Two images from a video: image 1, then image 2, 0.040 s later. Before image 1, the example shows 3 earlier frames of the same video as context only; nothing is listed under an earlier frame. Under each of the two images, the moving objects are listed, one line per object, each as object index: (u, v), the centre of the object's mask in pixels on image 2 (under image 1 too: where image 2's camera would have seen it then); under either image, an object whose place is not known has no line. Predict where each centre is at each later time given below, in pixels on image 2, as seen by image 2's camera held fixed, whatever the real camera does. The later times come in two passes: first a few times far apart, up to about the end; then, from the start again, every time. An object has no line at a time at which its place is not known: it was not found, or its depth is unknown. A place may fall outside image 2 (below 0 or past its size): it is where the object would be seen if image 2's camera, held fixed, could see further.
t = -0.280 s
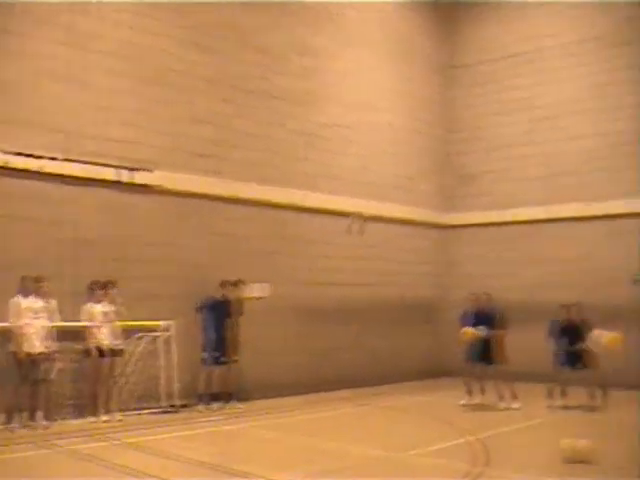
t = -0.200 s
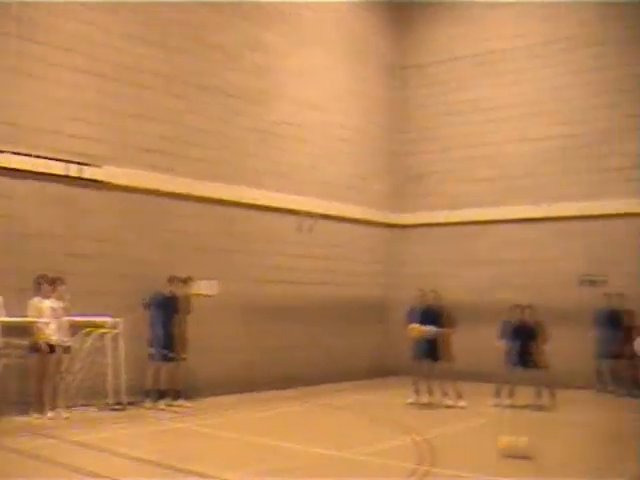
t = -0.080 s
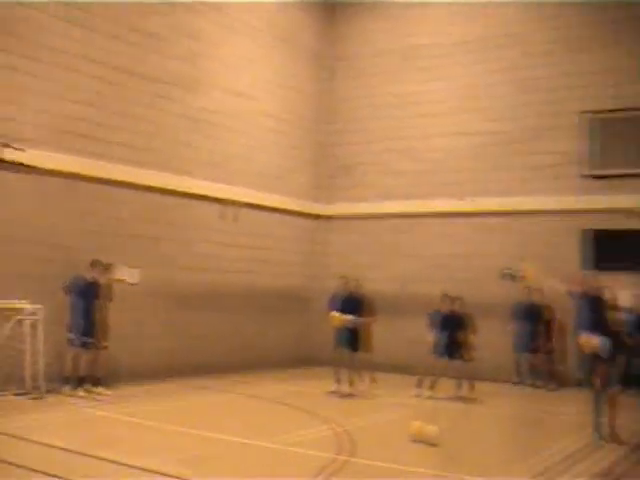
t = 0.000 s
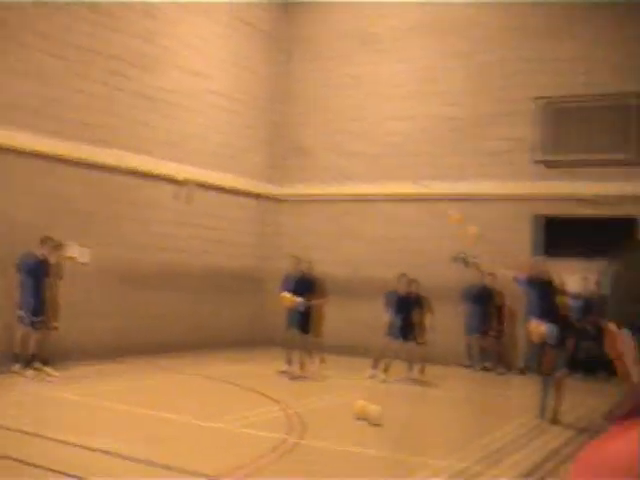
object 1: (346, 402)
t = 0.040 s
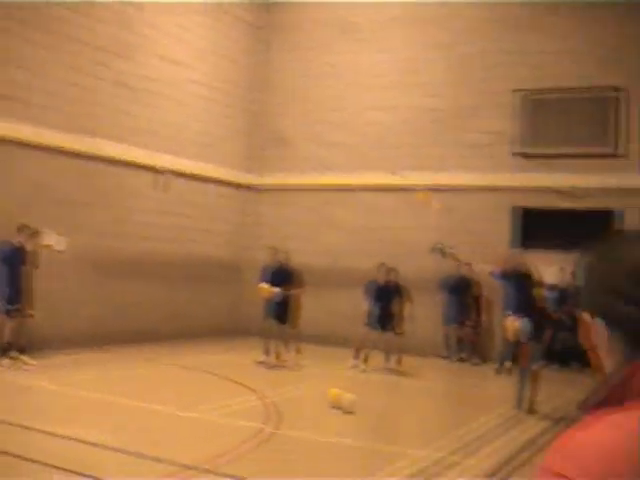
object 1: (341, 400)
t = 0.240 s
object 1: (325, 394)
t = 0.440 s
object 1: (314, 389)
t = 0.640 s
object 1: (306, 383)
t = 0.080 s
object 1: (337, 400)
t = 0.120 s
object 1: (333, 398)
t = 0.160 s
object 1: (329, 397)
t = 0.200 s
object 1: (327, 396)
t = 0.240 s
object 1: (325, 394)
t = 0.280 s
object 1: (322, 394)
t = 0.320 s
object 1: (319, 392)
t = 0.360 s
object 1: (318, 391)
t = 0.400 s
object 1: (316, 391)
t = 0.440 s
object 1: (314, 389)
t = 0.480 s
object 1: (312, 388)
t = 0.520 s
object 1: (310, 387)
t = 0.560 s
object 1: (309, 386)
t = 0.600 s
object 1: (308, 384)
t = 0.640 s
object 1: (306, 383)
